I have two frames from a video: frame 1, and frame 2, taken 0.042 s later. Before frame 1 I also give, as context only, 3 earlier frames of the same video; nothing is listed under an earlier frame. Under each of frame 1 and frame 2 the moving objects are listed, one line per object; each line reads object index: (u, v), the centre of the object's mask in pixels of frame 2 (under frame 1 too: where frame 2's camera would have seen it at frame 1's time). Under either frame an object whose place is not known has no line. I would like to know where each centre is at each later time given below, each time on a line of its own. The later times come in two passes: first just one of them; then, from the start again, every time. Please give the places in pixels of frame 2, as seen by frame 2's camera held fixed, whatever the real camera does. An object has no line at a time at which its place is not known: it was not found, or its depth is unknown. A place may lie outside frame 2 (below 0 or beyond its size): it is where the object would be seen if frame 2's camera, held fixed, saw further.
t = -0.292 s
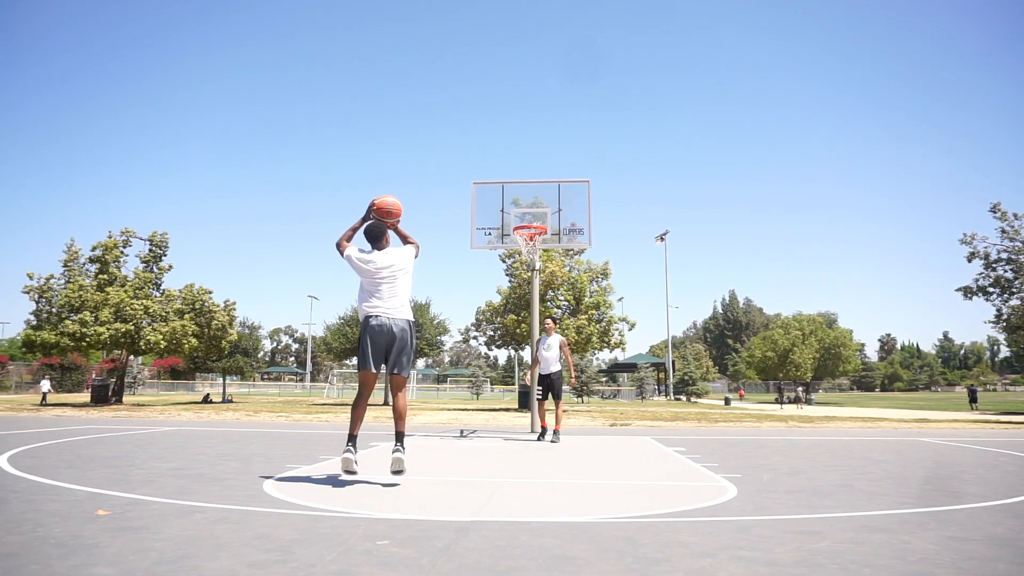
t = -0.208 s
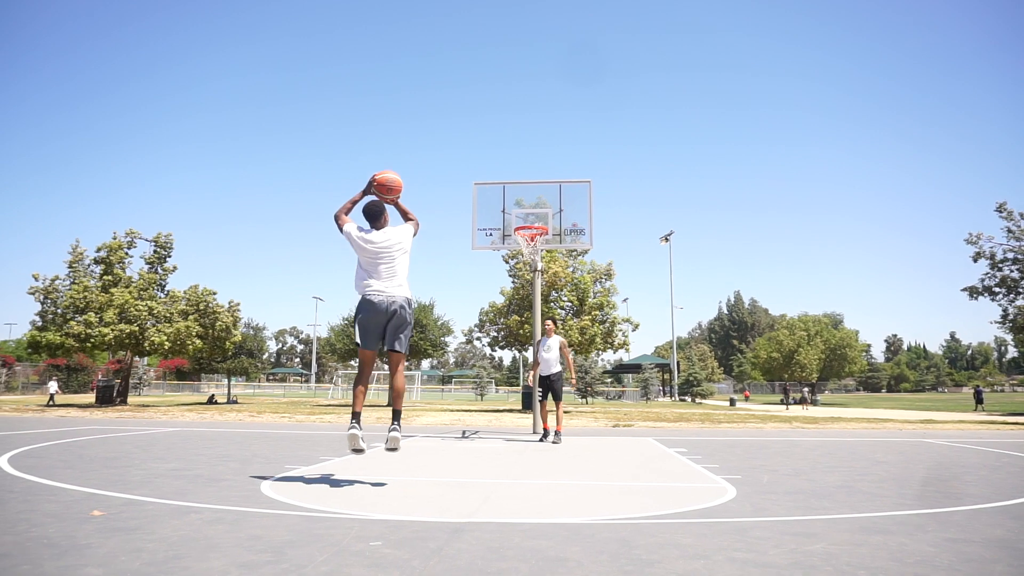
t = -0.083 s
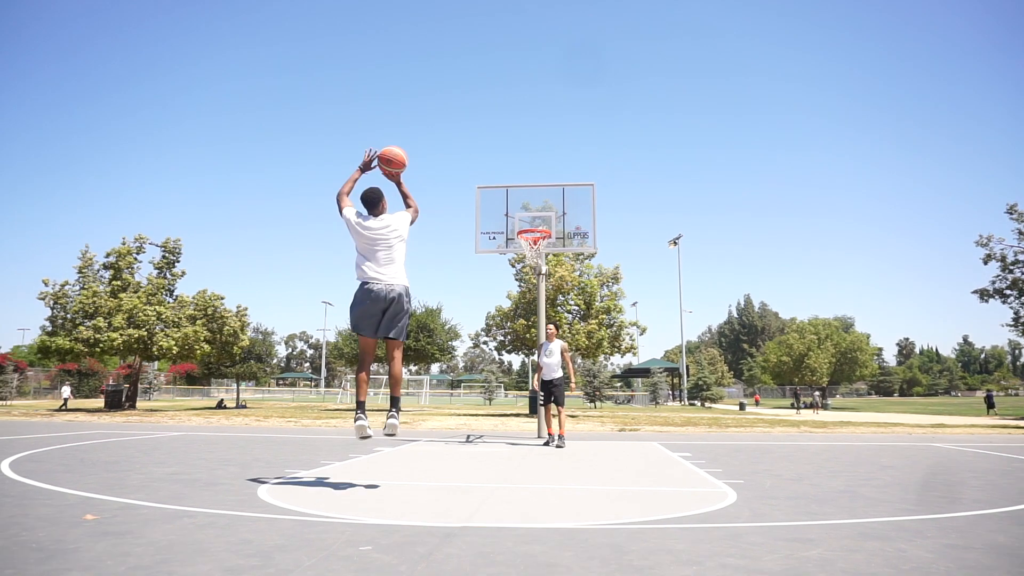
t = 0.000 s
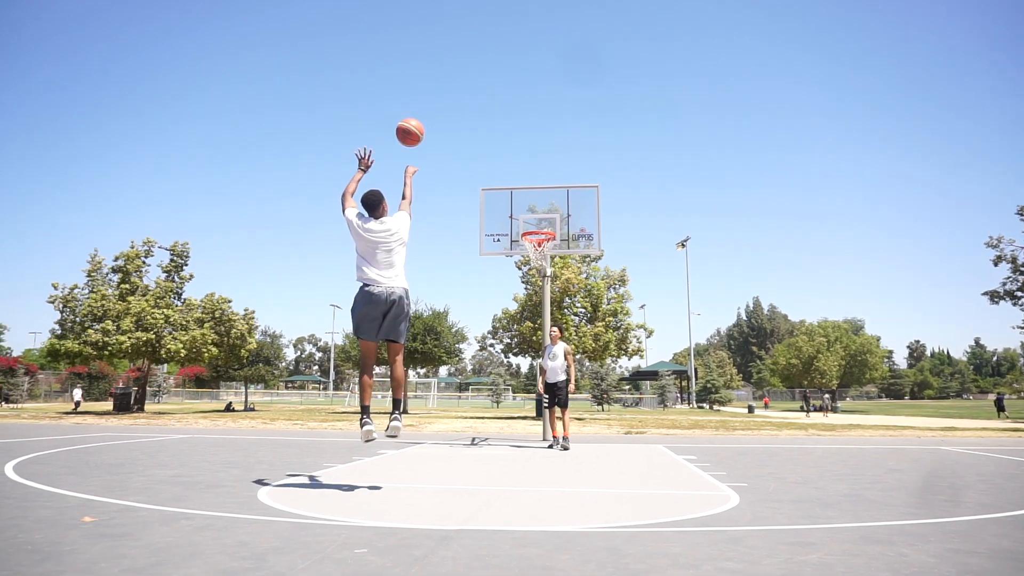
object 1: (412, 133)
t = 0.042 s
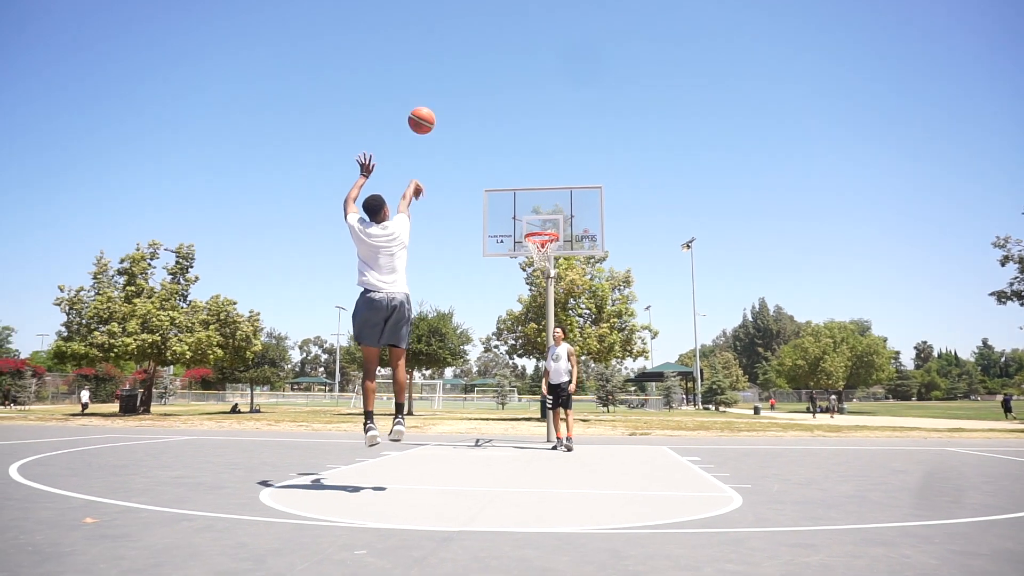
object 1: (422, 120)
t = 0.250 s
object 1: (460, 88)
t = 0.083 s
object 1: (430, 110)
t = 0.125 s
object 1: (439, 101)
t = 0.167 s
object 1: (446, 95)
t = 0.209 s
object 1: (453, 91)
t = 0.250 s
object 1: (460, 88)
